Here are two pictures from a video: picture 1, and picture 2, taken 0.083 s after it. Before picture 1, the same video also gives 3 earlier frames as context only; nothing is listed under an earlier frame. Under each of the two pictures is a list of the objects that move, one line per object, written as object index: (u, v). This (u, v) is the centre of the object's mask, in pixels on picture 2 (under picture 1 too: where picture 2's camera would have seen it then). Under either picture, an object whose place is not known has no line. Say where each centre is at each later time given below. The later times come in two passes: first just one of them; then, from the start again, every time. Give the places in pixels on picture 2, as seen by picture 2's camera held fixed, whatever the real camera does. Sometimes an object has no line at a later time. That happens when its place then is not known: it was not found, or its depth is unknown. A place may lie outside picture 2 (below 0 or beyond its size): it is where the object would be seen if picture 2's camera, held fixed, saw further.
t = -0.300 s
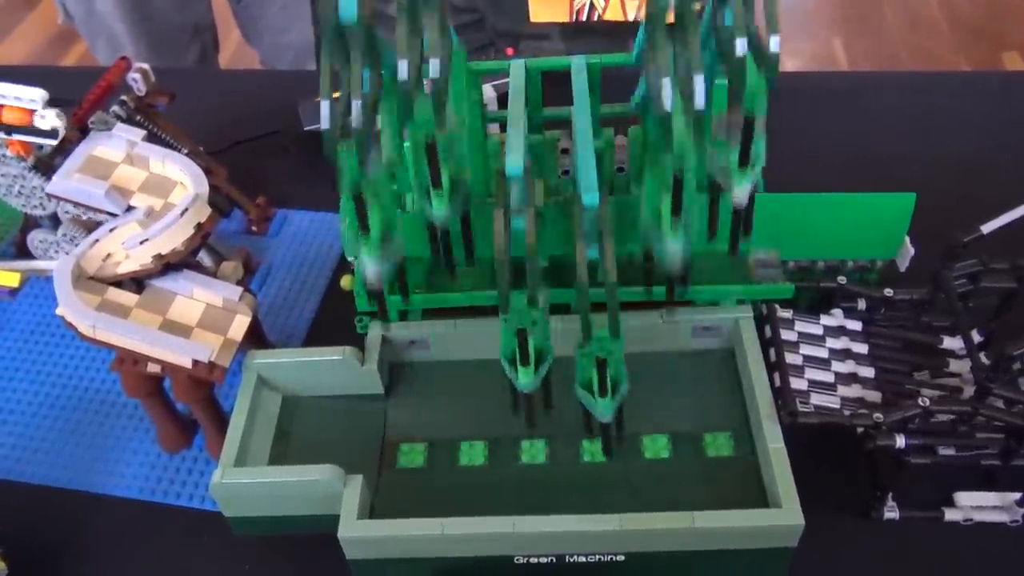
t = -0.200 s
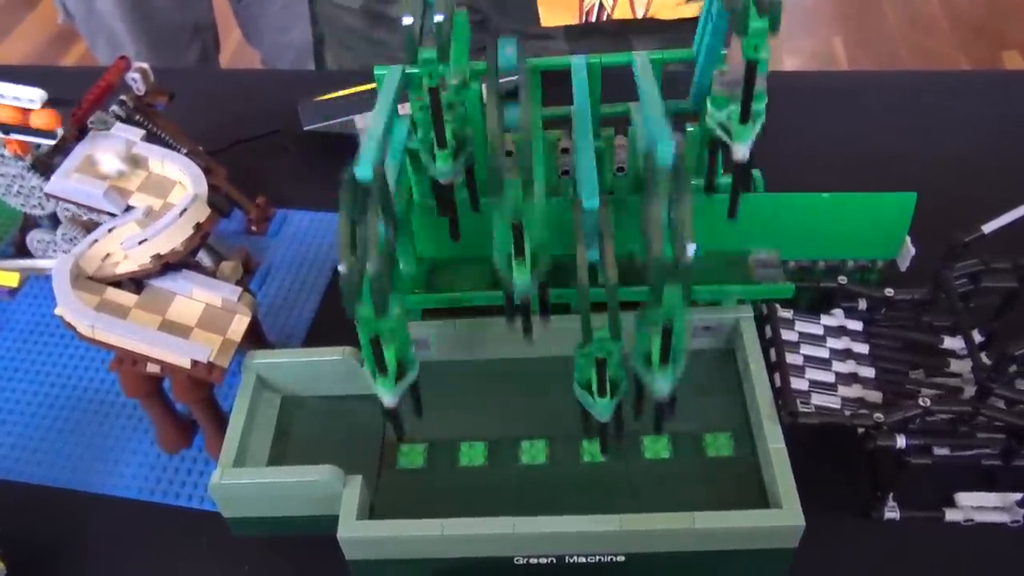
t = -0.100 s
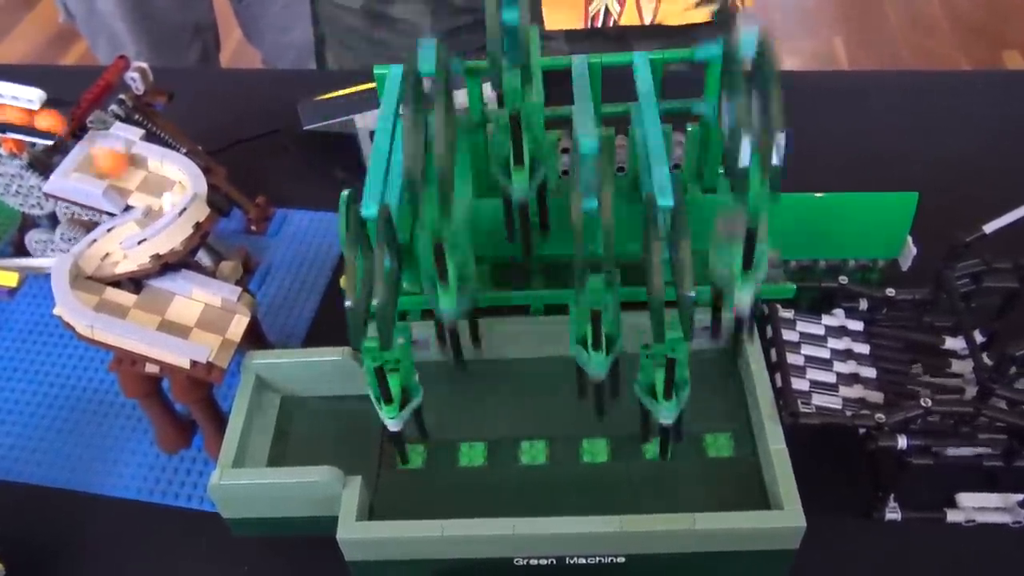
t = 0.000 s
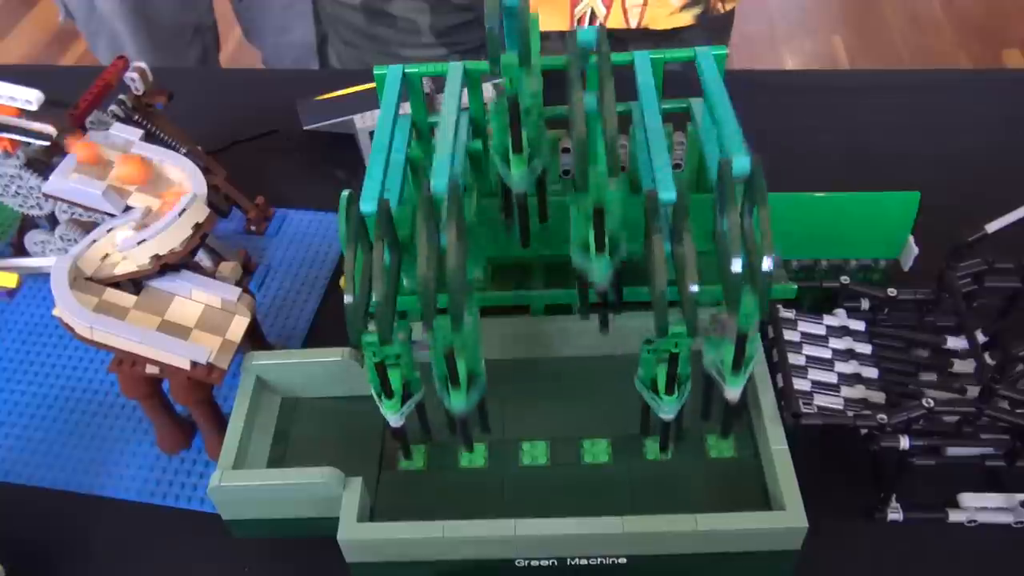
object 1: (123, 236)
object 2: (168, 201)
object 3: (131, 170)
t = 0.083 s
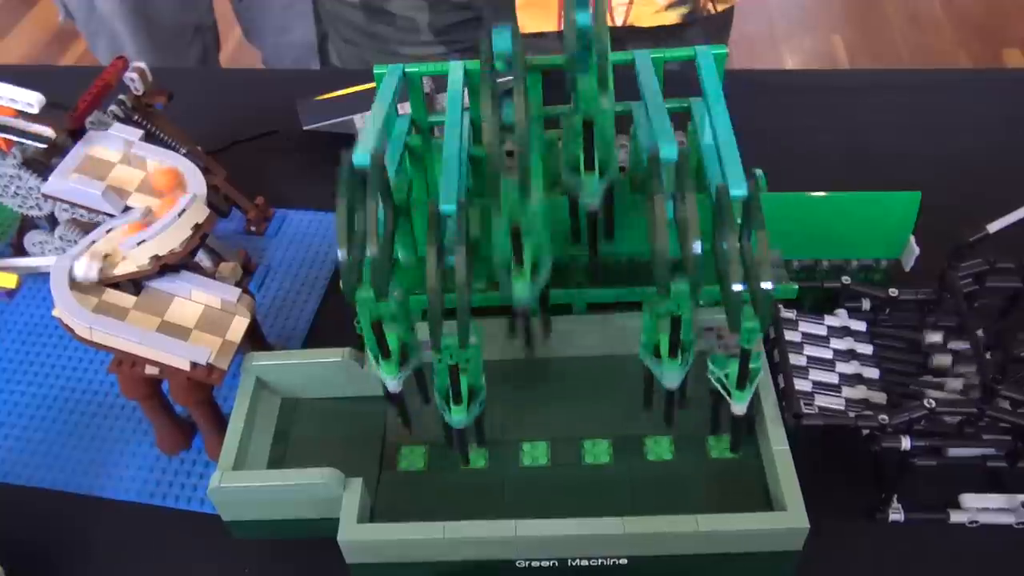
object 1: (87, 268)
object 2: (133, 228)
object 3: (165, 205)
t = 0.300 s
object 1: (225, 341)
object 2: (126, 311)
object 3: (91, 296)
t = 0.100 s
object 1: (85, 277)
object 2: (119, 237)
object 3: (156, 214)
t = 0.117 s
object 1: (87, 288)
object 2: (115, 240)
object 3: (153, 218)
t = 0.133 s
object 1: (90, 294)
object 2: (109, 246)
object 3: (140, 225)
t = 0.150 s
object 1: (95, 301)
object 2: (100, 255)
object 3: (130, 230)
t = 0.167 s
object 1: (104, 306)
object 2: (93, 260)
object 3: (123, 233)
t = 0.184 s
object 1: (115, 308)
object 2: (88, 267)
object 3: (113, 241)
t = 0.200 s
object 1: (128, 311)
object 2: (87, 276)
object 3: (104, 250)
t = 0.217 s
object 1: (141, 315)
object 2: (87, 286)
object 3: (99, 255)
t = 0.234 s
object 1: (156, 319)
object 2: (88, 294)
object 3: (92, 262)
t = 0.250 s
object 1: (170, 323)
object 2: (93, 300)
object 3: (88, 270)
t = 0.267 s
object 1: (186, 330)
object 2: (102, 304)
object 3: (86, 279)
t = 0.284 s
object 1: (203, 335)
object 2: (113, 308)
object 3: (87, 289)
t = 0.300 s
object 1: (225, 341)
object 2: (126, 311)
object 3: (91, 296)
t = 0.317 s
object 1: (244, 348)
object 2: (139, 315)
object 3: (98, 303)
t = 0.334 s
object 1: (263, 356)
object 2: (152, 319)
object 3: (107, 307)
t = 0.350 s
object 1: (280, 361)
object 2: (169, 324)
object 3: (119, 309)
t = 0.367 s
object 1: (294, 370)
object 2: (188, 330)
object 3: (132, 312)
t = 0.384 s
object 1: (311, 380)
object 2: (205, 335)
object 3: (144, 315)
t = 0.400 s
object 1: (331, 394)
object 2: (224, 342)
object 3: (161, 321)
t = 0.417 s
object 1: (353, 411)
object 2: (248, 349)
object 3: (177, 326)
